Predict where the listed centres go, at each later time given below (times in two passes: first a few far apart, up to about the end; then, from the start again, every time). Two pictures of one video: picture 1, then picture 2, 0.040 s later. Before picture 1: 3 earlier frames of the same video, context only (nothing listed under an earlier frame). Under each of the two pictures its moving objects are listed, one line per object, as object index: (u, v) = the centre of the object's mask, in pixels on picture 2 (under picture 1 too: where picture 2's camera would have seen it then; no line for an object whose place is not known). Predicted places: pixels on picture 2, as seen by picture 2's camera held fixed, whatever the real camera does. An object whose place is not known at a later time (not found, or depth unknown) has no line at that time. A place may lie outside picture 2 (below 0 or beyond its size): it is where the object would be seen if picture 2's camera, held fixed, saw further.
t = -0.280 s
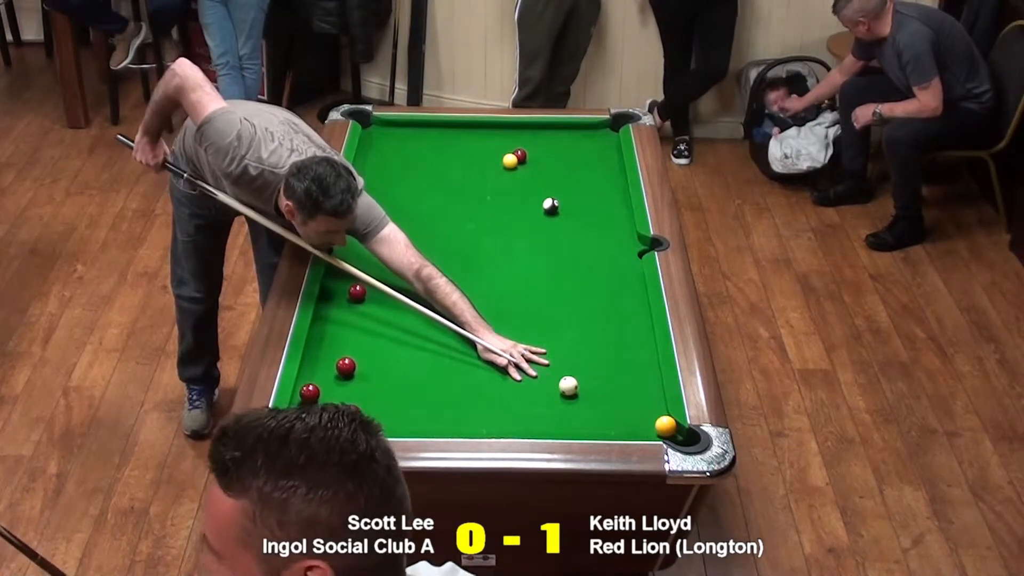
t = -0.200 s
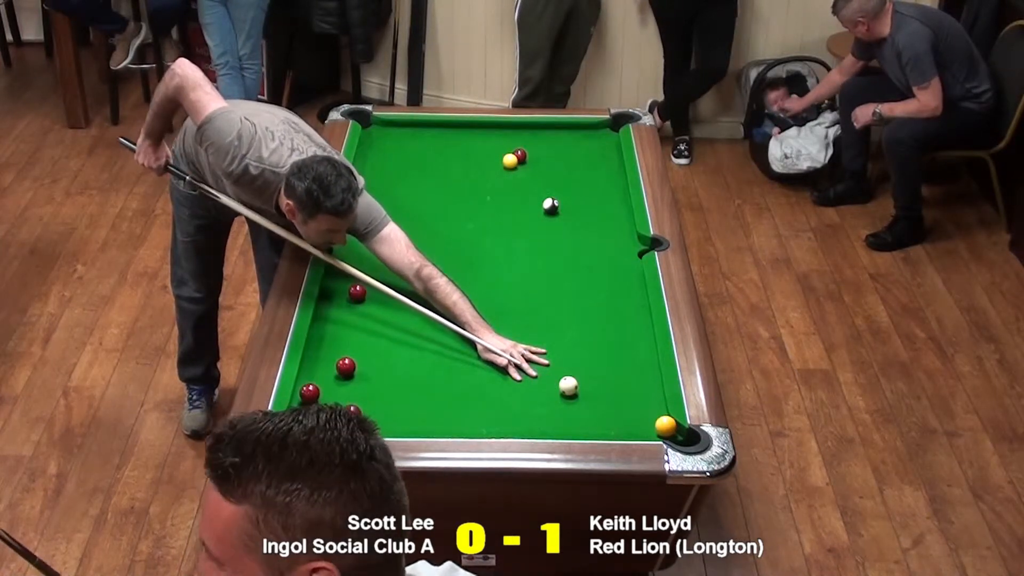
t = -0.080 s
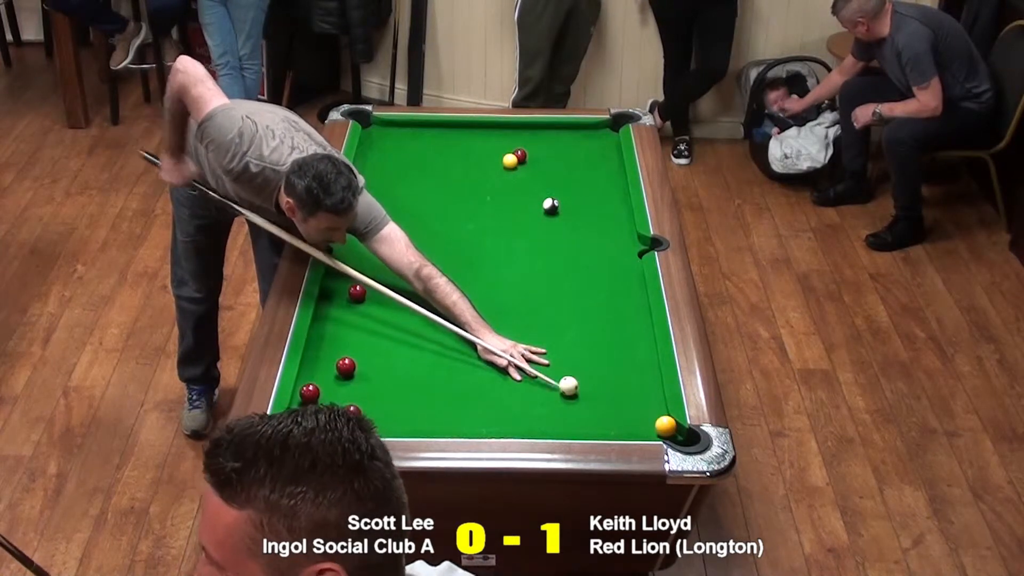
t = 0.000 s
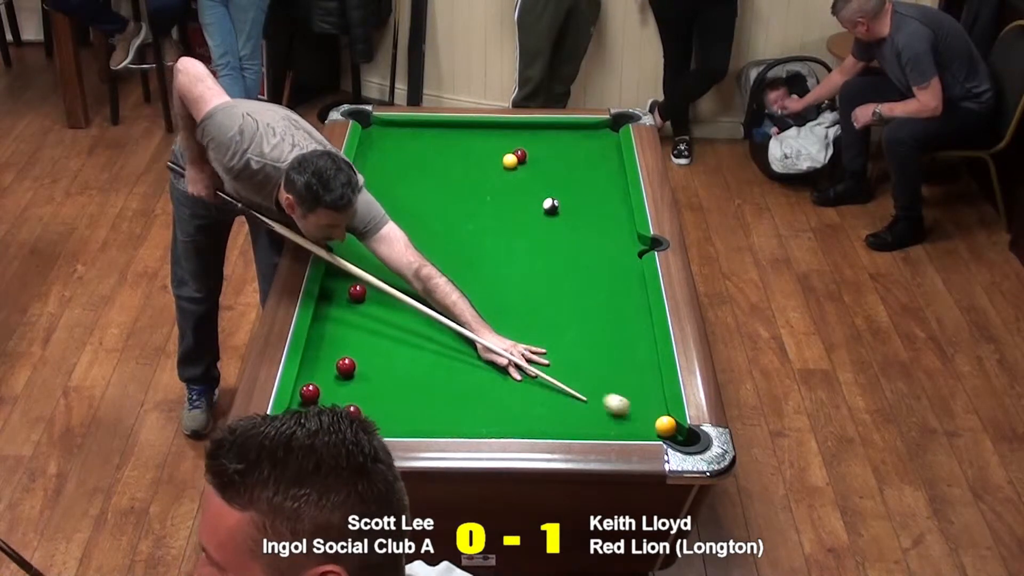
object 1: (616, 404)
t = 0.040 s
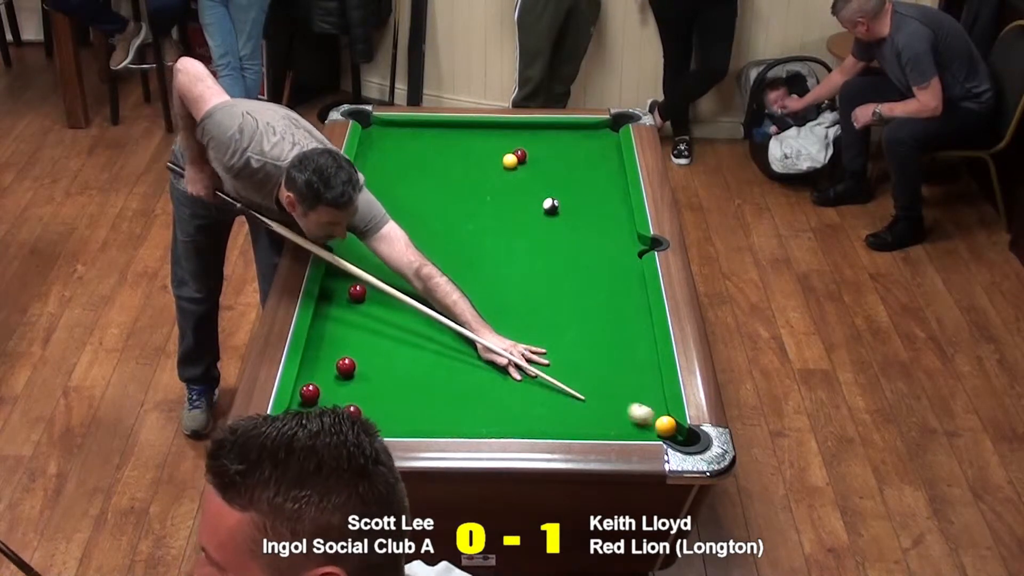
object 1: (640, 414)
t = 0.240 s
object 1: (643, 405)
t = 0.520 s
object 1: (628, 386)
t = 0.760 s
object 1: (616, 373)
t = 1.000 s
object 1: (606, 360)
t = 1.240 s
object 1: (597, 349)
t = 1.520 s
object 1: (588, 338)
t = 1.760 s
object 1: (582, 330)
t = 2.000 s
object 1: (576, 323)
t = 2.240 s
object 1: (571, 317)
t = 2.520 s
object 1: (567, 311)
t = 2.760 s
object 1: (564, 307)
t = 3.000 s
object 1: (561, 304)
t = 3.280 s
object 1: (559, 302)
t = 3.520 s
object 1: (559, 301)
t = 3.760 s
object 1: (558, 300)
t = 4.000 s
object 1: (558, 301)
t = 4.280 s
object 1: (558, 301)
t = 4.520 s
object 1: (558, 301)
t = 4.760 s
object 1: (558, 301)
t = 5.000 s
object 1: (558, 301)
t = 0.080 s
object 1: (650, 416)
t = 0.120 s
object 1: (649, 413)
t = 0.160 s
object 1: (647, 410)
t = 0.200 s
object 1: (645, 408)
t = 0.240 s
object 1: (643, 405)
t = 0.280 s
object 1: (641, 402)
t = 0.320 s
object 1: (638, 399)
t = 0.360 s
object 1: (636, 397)
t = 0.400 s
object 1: (634, 394)
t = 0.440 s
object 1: (632, 392)
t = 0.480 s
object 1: (630, 389)
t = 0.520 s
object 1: (628, 386)
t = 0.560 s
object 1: (626, 384)
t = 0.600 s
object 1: (624, 382)
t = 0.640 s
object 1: (622, 379)
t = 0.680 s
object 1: (620, 377)
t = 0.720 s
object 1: (618, 375)
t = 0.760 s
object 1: (616, 373)
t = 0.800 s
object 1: (615, 370)
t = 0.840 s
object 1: (613, 368)
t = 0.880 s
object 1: (611, 366)
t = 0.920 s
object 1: (610, 364)
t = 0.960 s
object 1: (608, 362)
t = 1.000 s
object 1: (606, 360)
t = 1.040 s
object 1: (605, 358)
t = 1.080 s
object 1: (603, 356)
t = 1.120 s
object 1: (602, 354)
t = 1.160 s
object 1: (600, 353)
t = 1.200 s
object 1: (599, 351)
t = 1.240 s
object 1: (597, 349)
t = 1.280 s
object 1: (596, 347)
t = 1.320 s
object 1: (595, 346)
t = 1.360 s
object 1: (593, 344)
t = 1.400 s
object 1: (592, 343)
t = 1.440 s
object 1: (591, 341)
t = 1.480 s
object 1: (589, 340)
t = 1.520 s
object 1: (588, 338)
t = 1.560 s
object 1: (587, 337)
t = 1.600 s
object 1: (586, 335)
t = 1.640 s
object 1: (585, 334)
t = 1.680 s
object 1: (583, 333)
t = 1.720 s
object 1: (583, 331)
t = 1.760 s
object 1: (582, 330)
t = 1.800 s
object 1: (581, 329)
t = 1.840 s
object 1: (580, 327)
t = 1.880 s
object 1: (579, 326)
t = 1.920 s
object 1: (578, 325)
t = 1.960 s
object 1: (577, 324)
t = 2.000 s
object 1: (576, 323)
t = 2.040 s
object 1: (575, 322)
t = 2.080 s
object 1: (574, 321)
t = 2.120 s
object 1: (574, 320)
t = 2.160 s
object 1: (573, 319)
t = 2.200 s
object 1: (572, 318)
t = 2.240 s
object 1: (571, 317)
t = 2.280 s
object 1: (571, 316)
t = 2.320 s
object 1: (570, 315)
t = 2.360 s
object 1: (570, 314)
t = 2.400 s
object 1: (569, 313)
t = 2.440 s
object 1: (568, 312)
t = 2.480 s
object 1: (568, 312)
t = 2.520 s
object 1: (567, 311)
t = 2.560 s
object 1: (566, 310)
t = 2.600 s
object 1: (566, 309)
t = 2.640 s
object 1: (565, 309)
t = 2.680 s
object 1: (565, 308)
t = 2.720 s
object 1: (564, 308)
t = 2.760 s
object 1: (564, 307)
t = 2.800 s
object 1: (563, 306)
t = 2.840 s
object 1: (563, 306)
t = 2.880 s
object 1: (562, 305)
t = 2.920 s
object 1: (562, 305)
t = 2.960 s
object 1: (562, 304)
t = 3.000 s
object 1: (561, 304)
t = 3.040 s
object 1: (561, 304)
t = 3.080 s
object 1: (561, 303)
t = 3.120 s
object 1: (560, 303)
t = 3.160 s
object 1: (560, 302)
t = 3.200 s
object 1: (560, 302)
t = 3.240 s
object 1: (559, 302)
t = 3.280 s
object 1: (559, 302)
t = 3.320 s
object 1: (559, 301)
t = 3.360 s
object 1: (559, 301)
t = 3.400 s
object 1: (559, 301)
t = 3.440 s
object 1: (559, 301)
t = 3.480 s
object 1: (559, 301)
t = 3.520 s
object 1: (559, 301)
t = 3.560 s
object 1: (559, 301)
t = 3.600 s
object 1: (559, 301)
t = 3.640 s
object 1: (558, 301)
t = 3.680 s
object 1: (558, 301)
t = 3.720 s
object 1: (558, 301)
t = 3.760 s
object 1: (558, 300)
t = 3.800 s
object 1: (558, 301)
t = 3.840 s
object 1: (558, 301)
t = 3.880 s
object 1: (558, 301)
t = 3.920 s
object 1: (558, 300)
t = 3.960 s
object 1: (558, 301)
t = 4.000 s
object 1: (558, 301)
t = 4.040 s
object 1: (558, 301)
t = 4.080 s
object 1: (558, 301)
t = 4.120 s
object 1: (558, 300)
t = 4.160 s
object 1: (558, 300)
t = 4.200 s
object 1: (558, 301)
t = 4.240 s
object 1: (558, 301)
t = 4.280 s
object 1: (558, 301)
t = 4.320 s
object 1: (558, 301)
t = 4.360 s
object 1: (558, 301)
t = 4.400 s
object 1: (558, 301)
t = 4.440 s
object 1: (558, 301)
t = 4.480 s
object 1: (558, 301)
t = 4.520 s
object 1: (558, 301)
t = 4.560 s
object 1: (558, 301)
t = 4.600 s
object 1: (558, 301)
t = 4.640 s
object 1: (558, 301)
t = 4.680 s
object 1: (558, 301)
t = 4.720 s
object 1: (558, 300)
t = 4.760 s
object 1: (558, 301)
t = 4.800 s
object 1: (558, 301)
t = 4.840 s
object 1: (558, 301)
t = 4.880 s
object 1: (558, 301)
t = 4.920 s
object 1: (558, 301)
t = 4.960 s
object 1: (558, 301)
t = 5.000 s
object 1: (558, 301)
